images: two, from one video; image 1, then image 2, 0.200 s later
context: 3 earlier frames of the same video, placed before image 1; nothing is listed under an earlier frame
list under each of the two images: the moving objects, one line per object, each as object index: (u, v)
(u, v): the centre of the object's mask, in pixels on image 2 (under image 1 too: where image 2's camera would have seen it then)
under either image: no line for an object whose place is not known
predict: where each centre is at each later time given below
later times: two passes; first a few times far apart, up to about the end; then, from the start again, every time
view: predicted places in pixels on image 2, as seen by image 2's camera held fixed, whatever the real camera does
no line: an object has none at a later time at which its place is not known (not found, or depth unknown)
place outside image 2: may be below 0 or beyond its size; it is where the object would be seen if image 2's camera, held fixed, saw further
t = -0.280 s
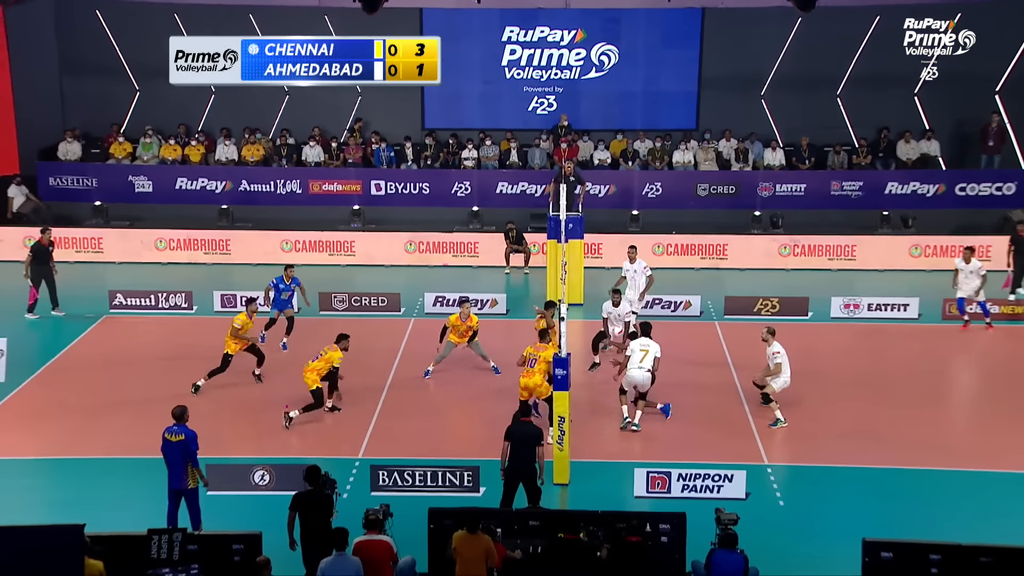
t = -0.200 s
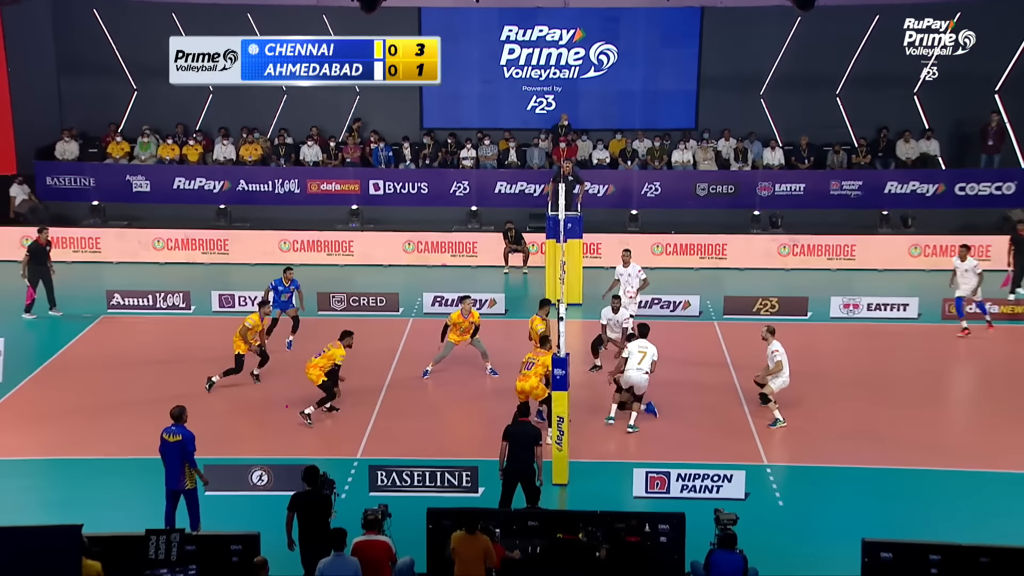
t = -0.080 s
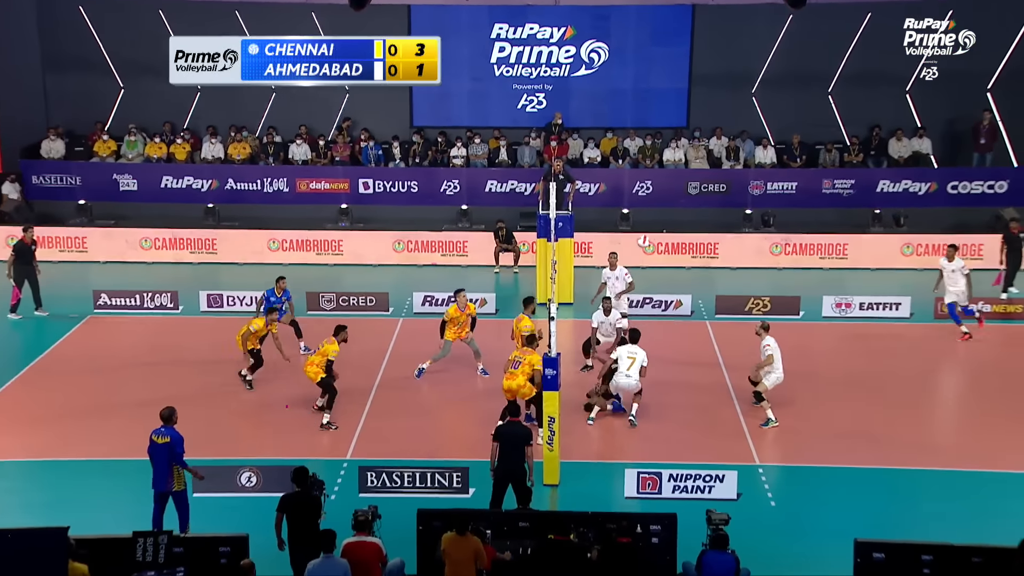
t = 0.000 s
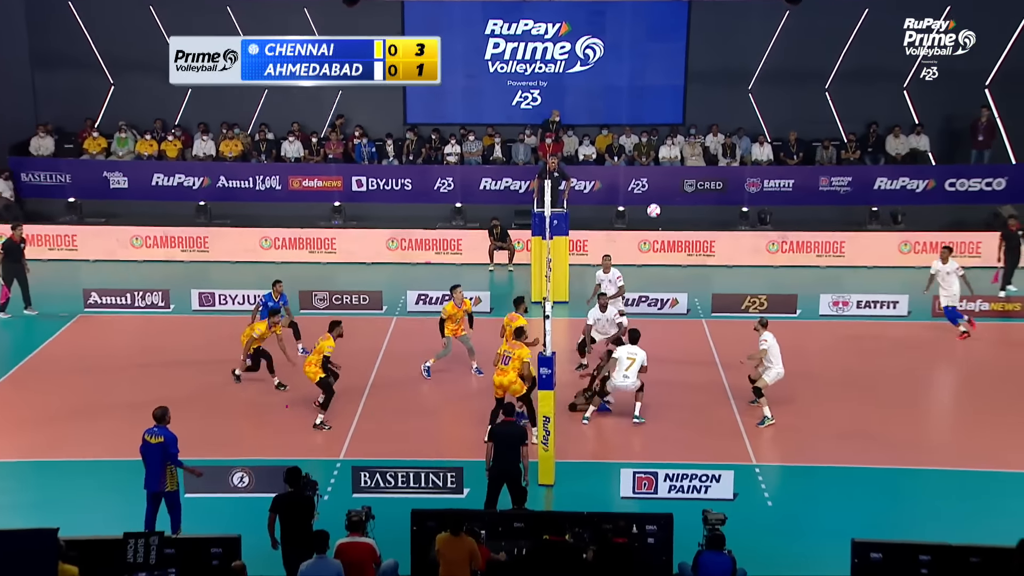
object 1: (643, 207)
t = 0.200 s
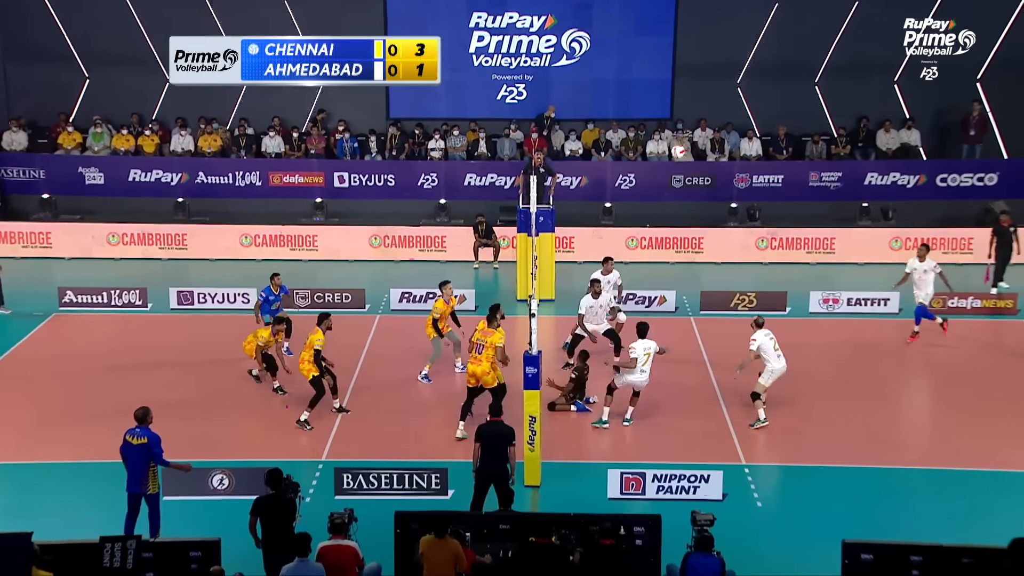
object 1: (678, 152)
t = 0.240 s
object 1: (685, 143)
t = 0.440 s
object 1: (717, 118)
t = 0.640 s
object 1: (748, 118)
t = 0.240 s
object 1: (685, 143)
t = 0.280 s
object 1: (692, 136)
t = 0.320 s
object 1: (698, 130)
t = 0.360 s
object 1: (705, 125)
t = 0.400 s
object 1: (711, 121)
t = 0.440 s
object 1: (717, 118)
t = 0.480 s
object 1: (724, 116)
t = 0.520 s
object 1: (730, 115)
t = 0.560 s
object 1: (736, 115)
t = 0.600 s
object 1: (743, 116)
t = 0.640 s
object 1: (748, 118)
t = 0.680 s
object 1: (754, 121)
